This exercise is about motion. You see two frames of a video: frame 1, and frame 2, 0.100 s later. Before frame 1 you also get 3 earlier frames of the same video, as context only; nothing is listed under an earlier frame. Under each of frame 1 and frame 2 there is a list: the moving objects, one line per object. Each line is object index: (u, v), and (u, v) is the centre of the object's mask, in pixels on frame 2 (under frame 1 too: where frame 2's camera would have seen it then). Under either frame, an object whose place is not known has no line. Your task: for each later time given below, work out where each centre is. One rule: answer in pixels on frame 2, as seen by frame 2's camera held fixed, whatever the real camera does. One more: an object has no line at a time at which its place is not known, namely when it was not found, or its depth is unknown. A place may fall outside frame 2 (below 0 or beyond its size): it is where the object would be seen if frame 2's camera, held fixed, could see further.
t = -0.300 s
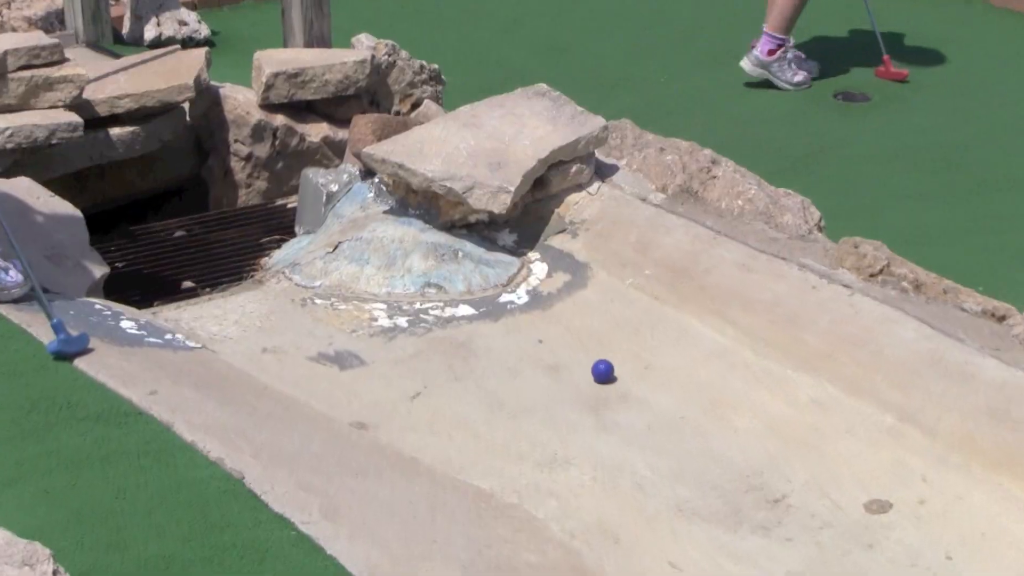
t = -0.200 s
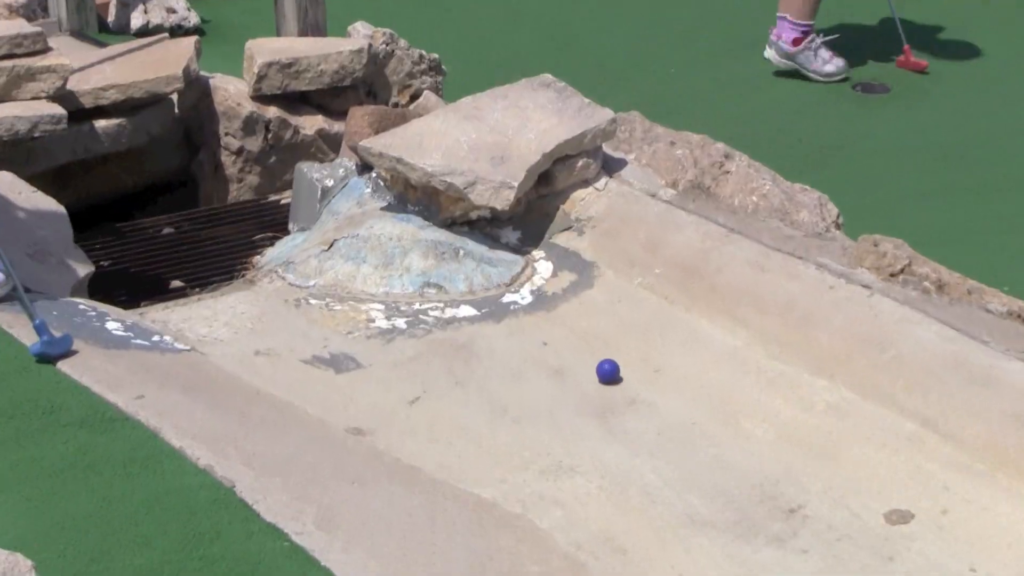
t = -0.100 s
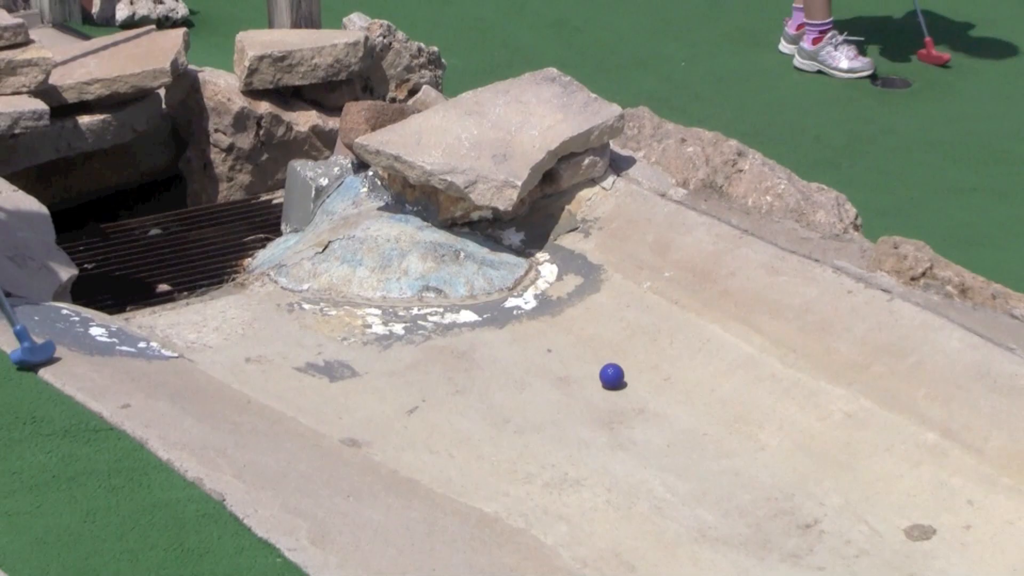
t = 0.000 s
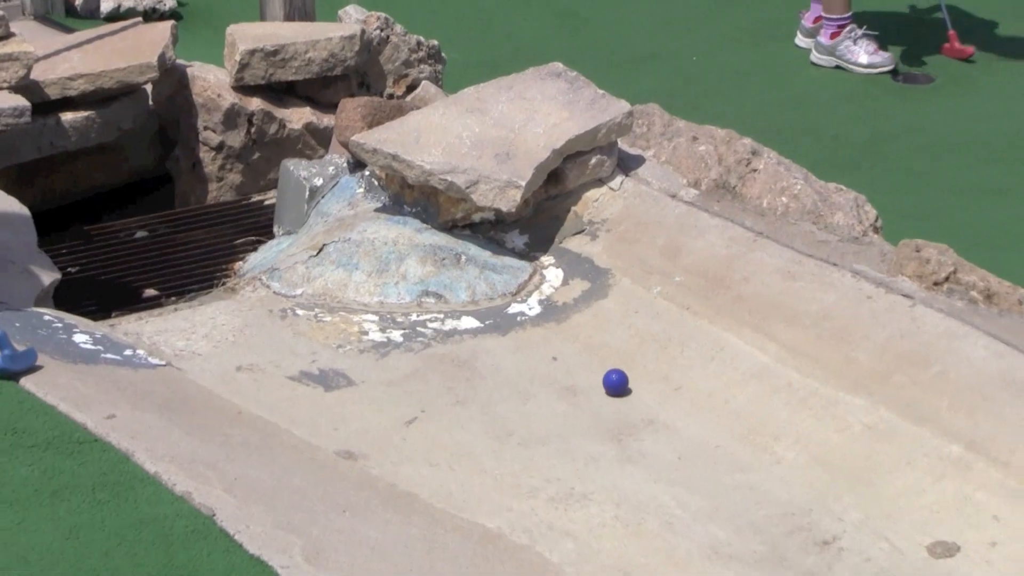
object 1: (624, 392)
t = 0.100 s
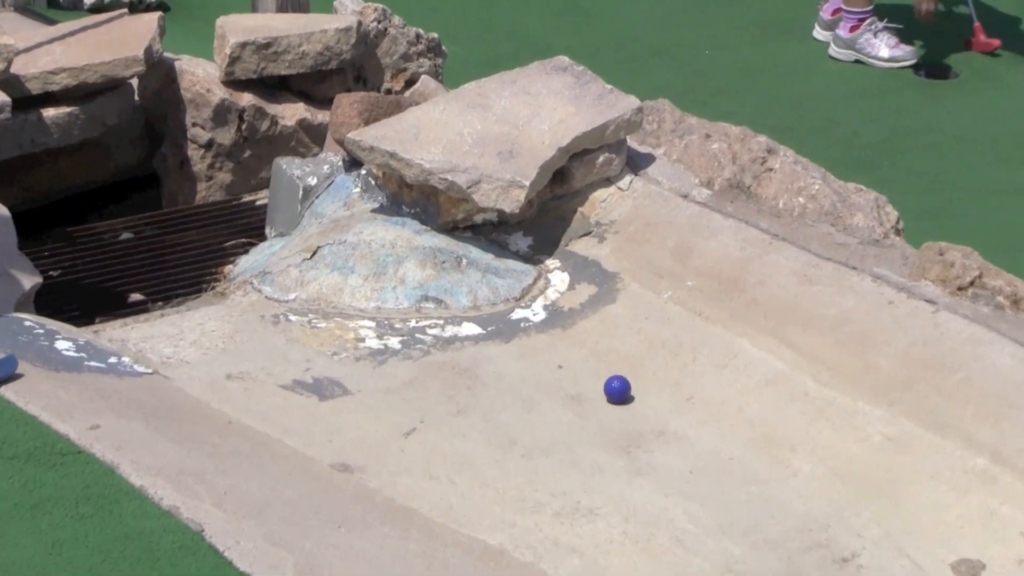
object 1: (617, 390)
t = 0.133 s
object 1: (615, 389)
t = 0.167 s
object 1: (612, 388)
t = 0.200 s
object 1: (610, 387)
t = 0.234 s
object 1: (608, 387)
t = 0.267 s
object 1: (605, 386)
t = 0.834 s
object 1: (505, 388)
